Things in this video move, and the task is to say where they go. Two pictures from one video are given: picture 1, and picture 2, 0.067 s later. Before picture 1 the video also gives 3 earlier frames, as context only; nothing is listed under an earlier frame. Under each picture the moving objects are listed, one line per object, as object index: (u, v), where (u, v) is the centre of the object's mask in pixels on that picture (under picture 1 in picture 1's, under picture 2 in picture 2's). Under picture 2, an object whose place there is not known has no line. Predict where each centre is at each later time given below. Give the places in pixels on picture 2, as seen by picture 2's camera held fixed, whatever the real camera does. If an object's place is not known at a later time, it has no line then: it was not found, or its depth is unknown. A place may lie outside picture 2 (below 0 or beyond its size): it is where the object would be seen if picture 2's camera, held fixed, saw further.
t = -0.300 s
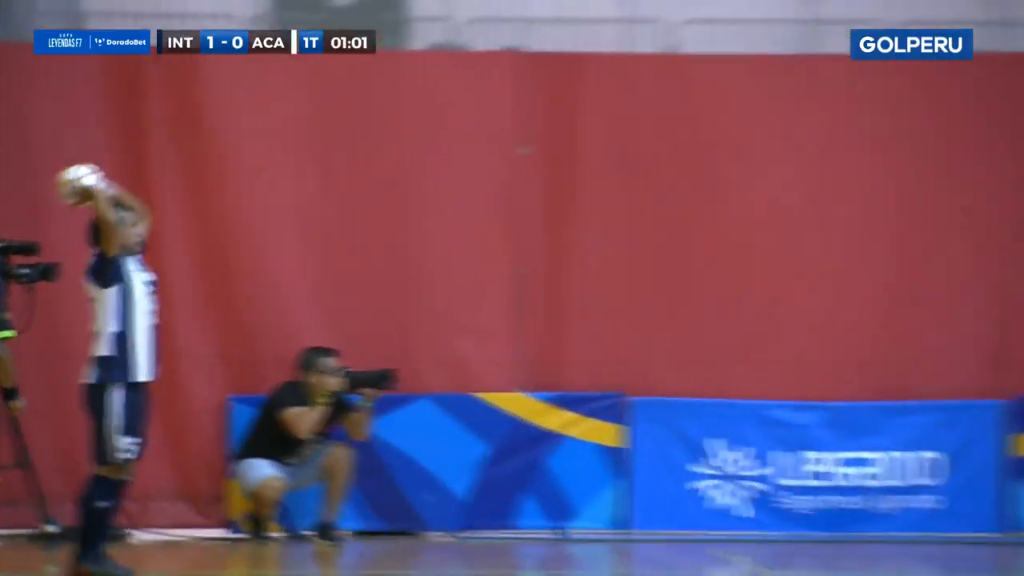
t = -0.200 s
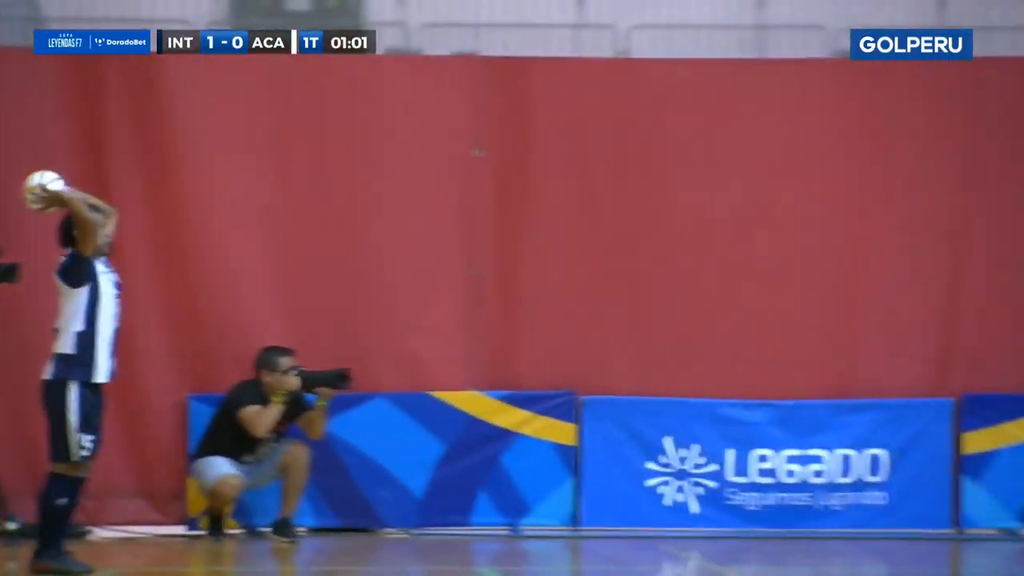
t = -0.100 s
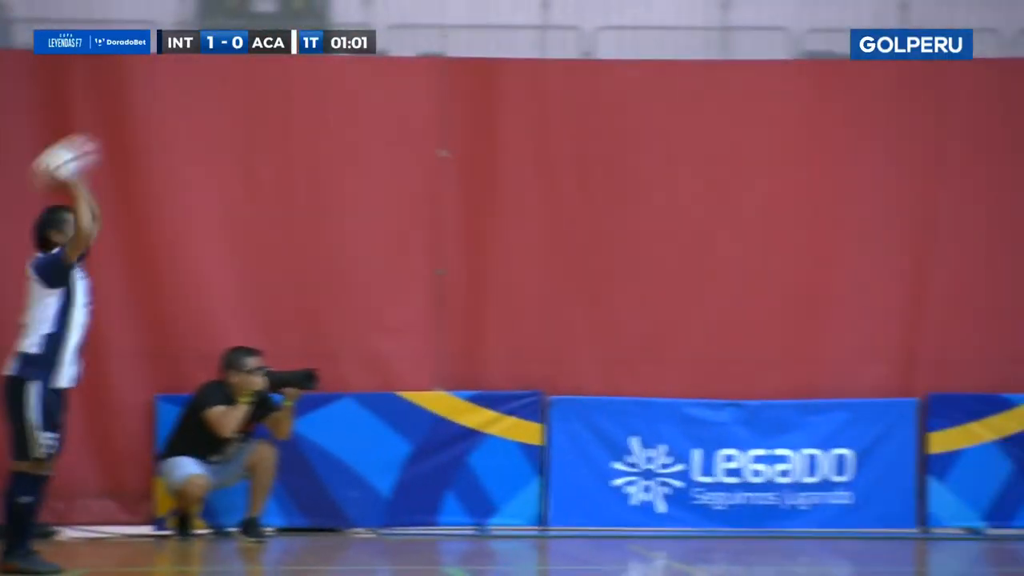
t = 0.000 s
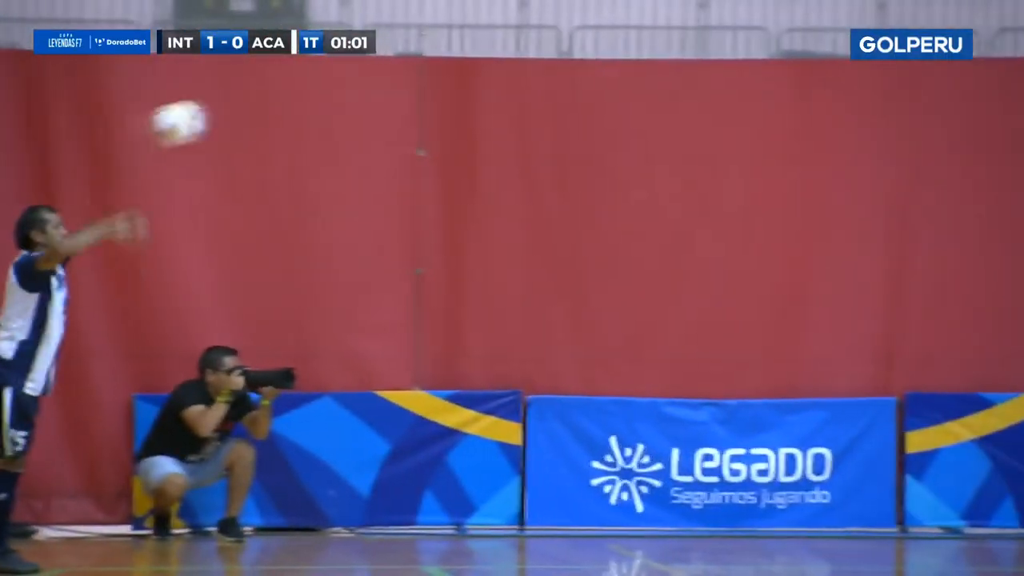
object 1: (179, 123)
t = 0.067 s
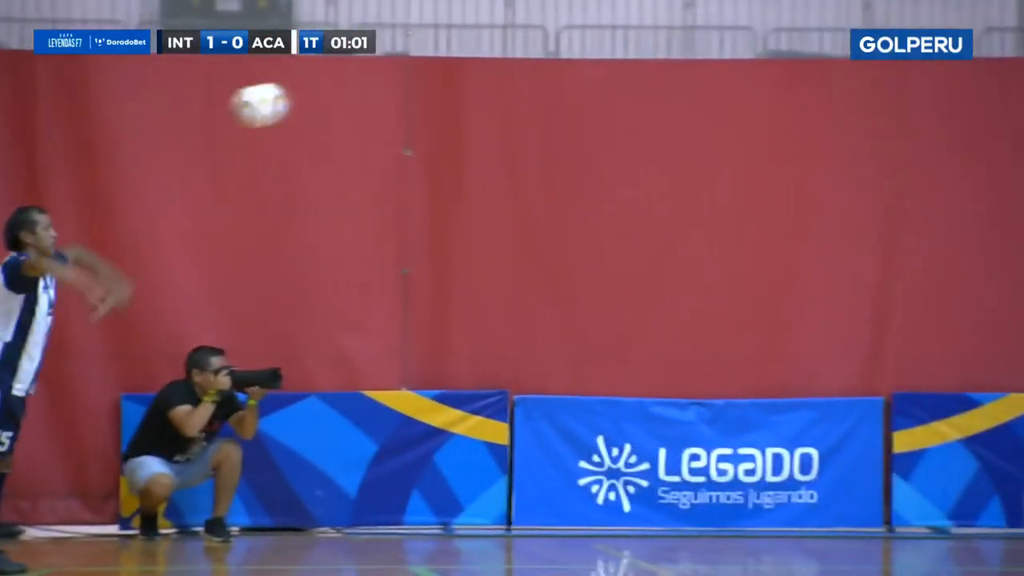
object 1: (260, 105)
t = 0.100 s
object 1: (307, 97)
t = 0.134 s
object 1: (354, 91)
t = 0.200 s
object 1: (448, 83)
